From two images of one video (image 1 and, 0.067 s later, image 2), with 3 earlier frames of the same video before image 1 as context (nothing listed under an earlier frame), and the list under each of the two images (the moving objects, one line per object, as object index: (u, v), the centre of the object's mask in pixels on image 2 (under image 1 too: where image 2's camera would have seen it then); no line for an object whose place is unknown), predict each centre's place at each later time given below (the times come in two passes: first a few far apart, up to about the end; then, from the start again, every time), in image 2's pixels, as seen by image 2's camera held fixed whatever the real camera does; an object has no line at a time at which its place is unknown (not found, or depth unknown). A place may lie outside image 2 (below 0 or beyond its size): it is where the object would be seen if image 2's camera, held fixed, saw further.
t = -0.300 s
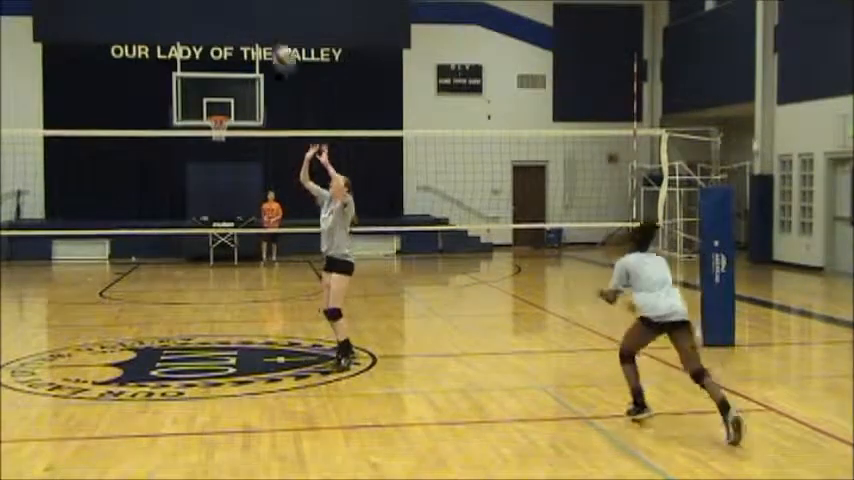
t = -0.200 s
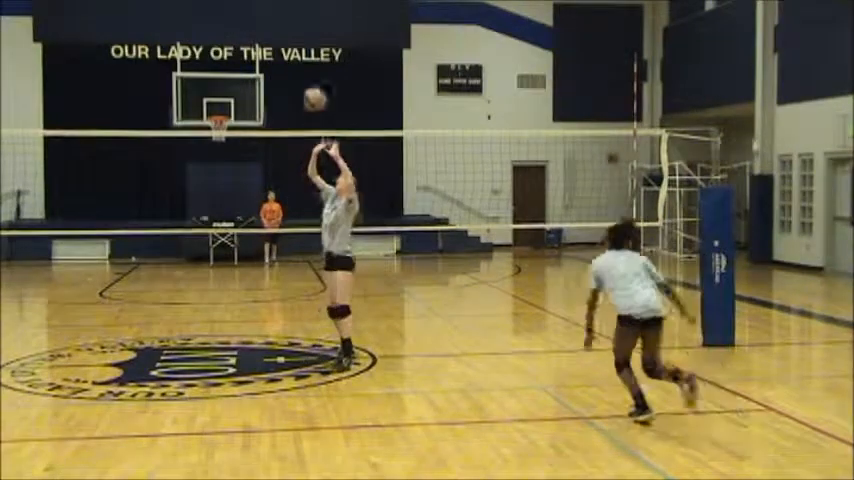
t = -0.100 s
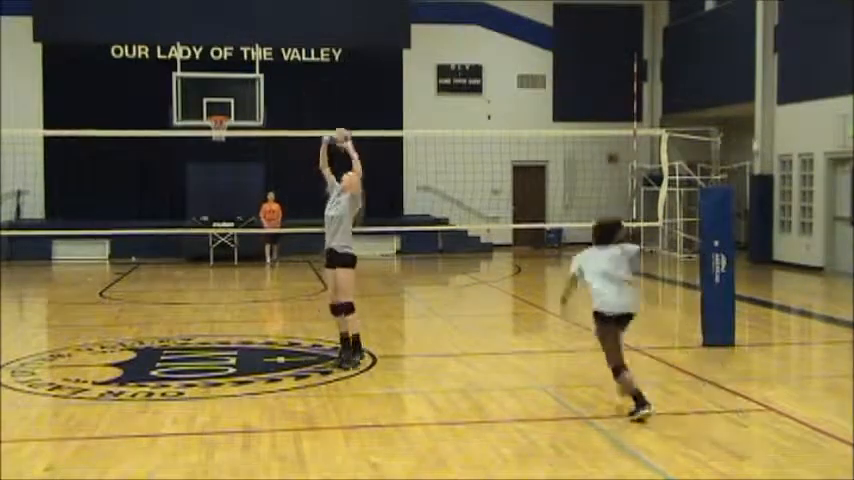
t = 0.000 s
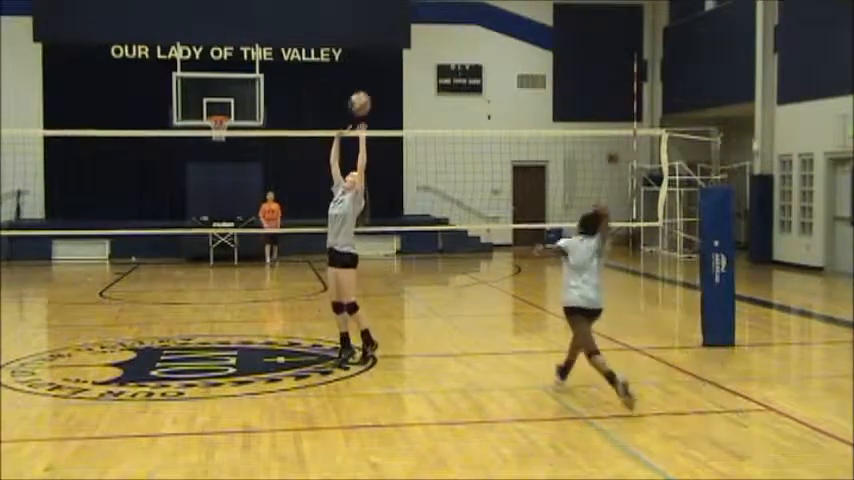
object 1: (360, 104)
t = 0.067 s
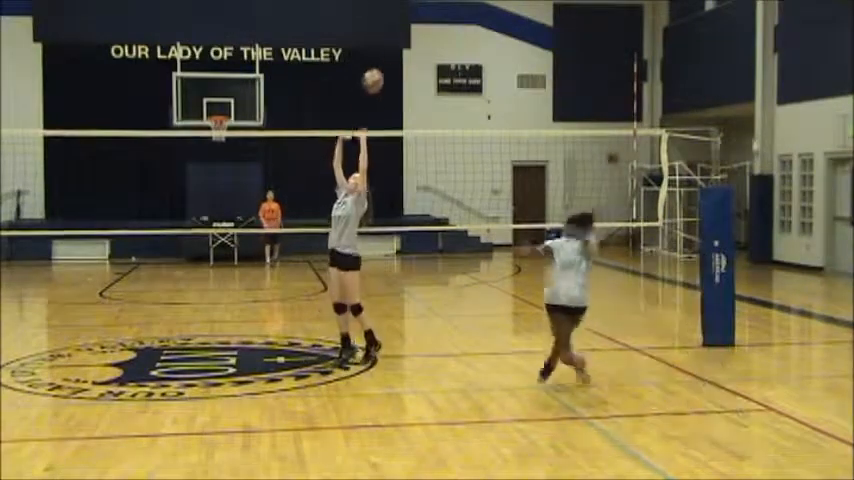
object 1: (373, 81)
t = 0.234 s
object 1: (405, 45)
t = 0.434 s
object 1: (443, 44)
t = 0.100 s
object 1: (379, 72)
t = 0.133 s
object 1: (386, 63)
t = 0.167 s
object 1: (392, 56)
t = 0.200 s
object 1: (398, 50)
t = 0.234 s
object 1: (405, 45)
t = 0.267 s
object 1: (411, 42)
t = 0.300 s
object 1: (417, 42)
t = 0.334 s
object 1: (424, 41)
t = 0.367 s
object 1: (430, 42)
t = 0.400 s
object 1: (437, 41)
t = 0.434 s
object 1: (443, 44)
